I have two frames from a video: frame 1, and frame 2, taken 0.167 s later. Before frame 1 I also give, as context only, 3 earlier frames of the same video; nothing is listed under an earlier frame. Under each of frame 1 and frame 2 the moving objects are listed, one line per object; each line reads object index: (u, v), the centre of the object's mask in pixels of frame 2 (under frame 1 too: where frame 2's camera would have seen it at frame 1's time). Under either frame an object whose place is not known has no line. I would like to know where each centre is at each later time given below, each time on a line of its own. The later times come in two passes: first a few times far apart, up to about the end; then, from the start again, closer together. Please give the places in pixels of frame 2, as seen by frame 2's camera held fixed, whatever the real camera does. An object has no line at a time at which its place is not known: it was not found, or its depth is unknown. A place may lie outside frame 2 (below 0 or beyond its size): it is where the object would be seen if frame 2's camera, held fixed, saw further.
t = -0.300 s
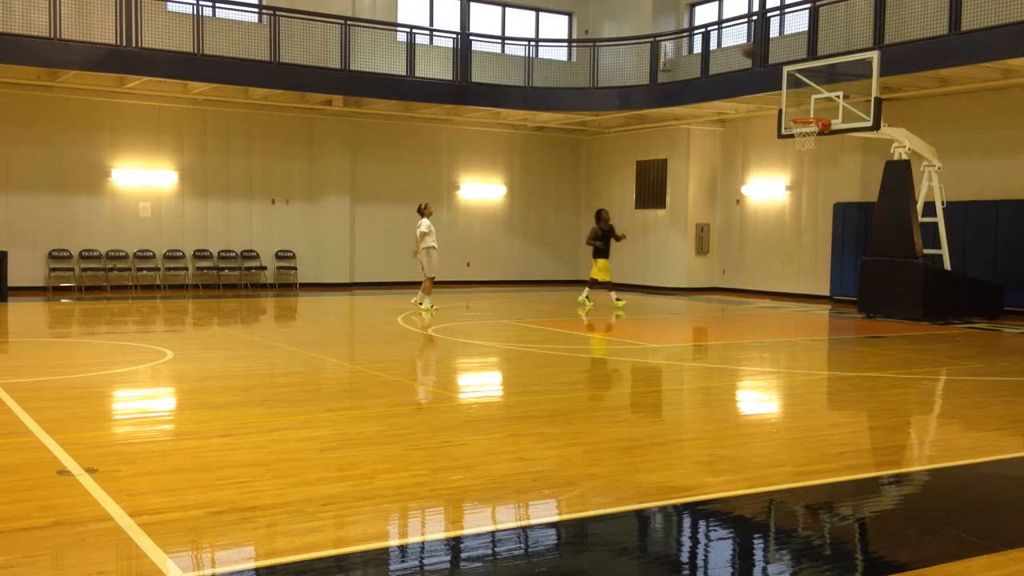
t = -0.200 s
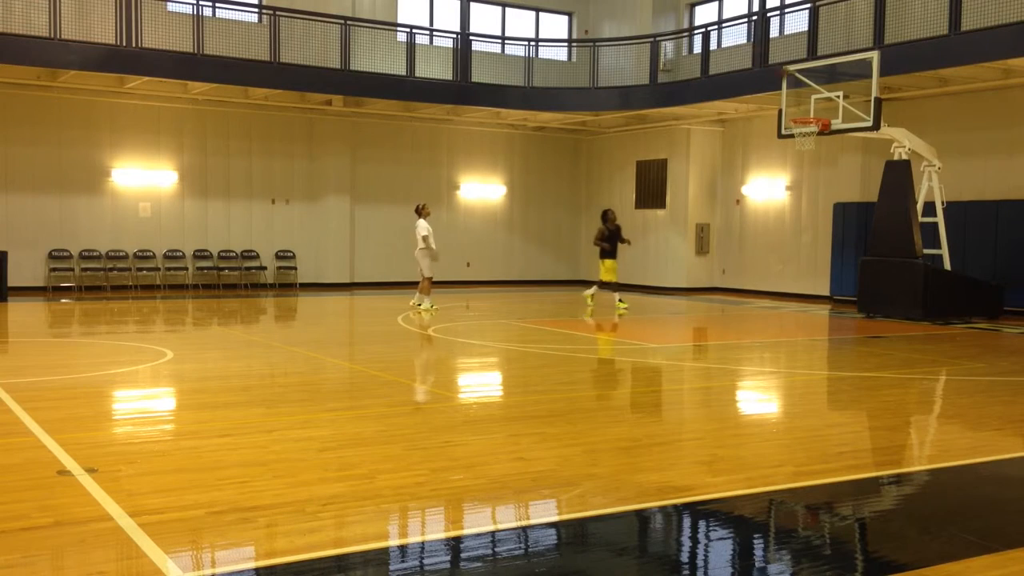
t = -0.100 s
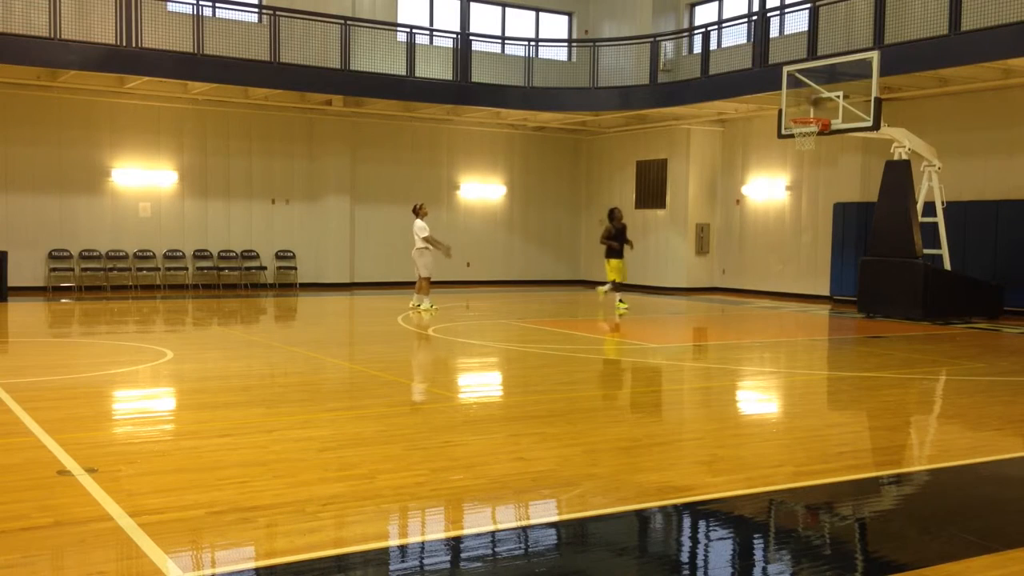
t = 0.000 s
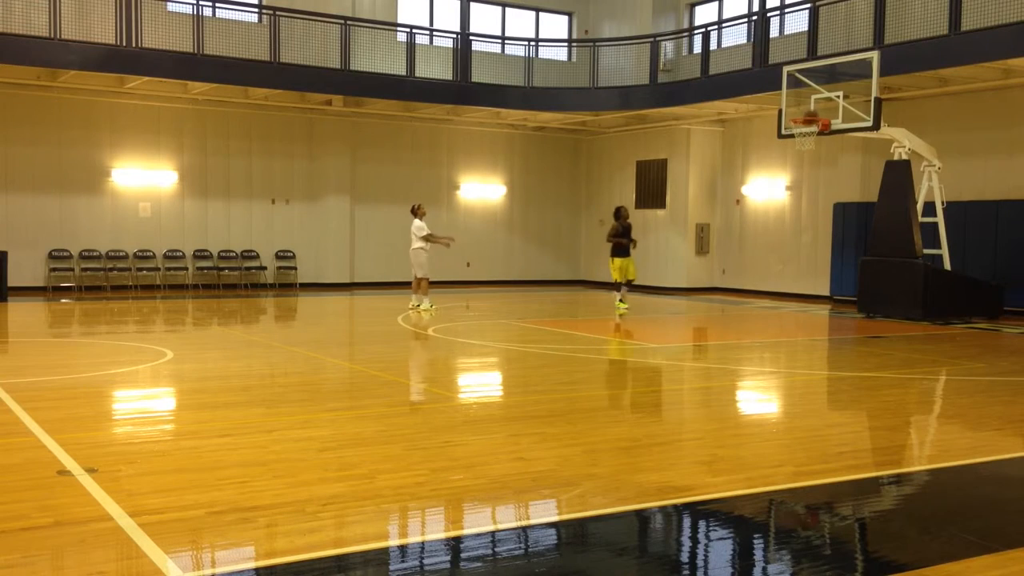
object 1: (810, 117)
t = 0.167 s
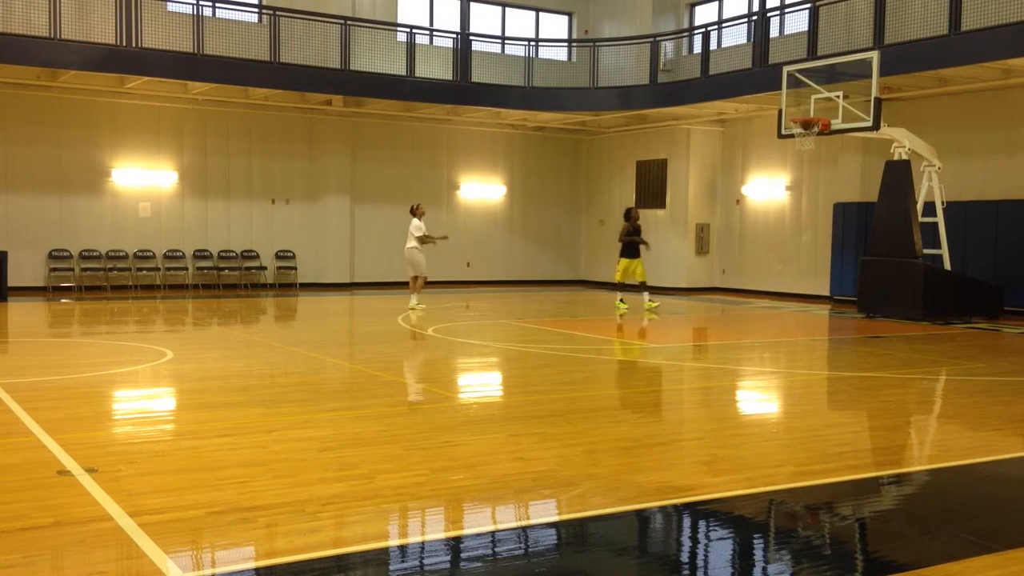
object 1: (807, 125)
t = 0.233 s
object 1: (815, 128)
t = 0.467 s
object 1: (805, 139)
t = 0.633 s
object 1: (793, 149)
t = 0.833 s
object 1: (783, 188)
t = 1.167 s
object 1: (762, 303)
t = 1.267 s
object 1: (760, 292)
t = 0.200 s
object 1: (812, 126)
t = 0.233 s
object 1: (815, 128)
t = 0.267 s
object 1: (816, 129)
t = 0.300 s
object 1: (817, 130)
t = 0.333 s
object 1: (815, 131)
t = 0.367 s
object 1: (812, 132)
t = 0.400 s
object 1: (809, 138)
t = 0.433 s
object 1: (807, 138)
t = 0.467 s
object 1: (805, 139)
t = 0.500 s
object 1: (802, 139)
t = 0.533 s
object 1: (799, 140)
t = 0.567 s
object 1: (797, 142)
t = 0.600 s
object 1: (795, 145)
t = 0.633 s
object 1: (793, 149)
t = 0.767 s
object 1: (786, 171)
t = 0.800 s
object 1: (784, 179)
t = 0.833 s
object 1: (783, 188)
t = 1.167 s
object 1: (762, 303)
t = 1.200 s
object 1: (761, 312)
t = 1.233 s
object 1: (760, 305)
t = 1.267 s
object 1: (760, 292)
